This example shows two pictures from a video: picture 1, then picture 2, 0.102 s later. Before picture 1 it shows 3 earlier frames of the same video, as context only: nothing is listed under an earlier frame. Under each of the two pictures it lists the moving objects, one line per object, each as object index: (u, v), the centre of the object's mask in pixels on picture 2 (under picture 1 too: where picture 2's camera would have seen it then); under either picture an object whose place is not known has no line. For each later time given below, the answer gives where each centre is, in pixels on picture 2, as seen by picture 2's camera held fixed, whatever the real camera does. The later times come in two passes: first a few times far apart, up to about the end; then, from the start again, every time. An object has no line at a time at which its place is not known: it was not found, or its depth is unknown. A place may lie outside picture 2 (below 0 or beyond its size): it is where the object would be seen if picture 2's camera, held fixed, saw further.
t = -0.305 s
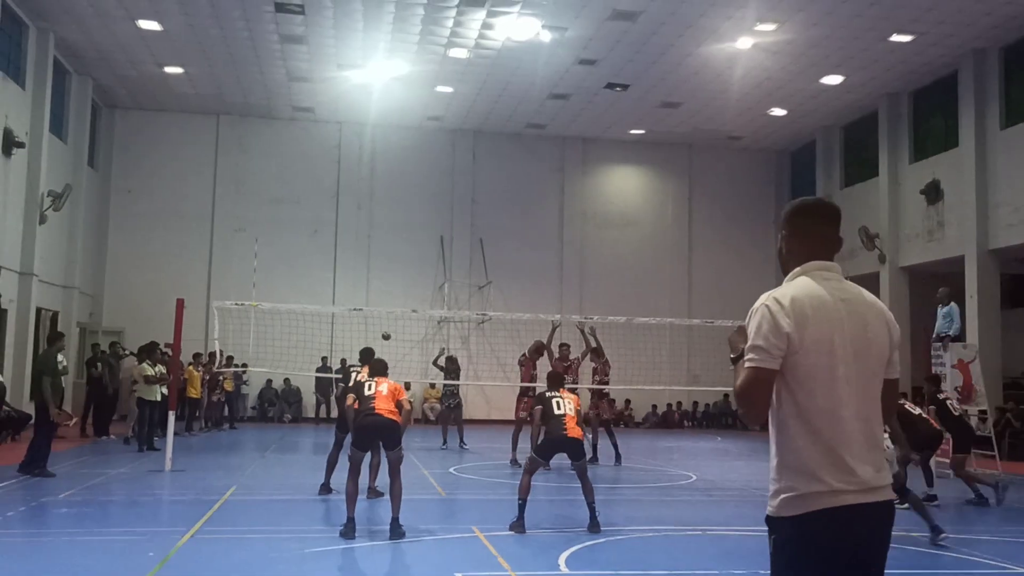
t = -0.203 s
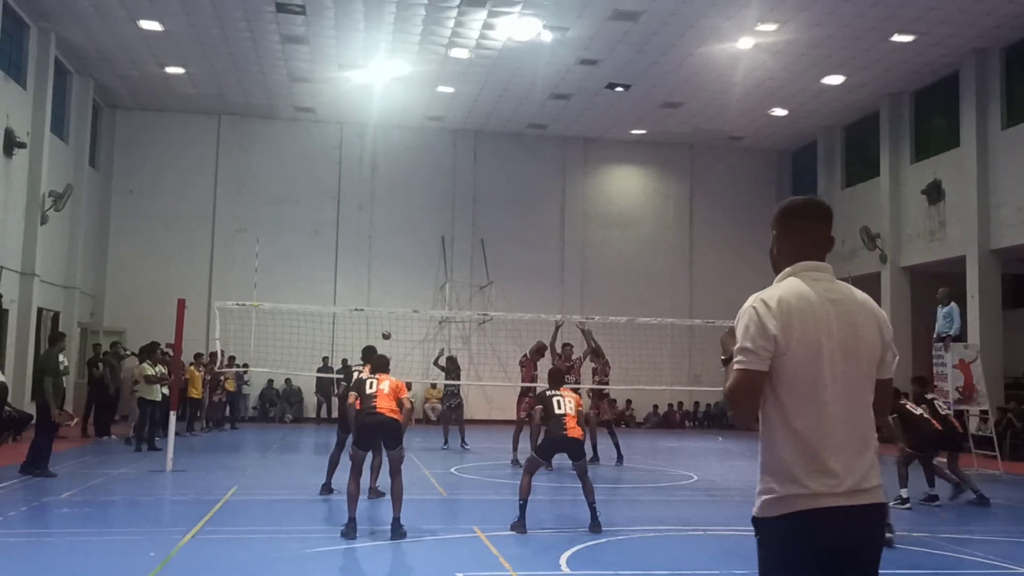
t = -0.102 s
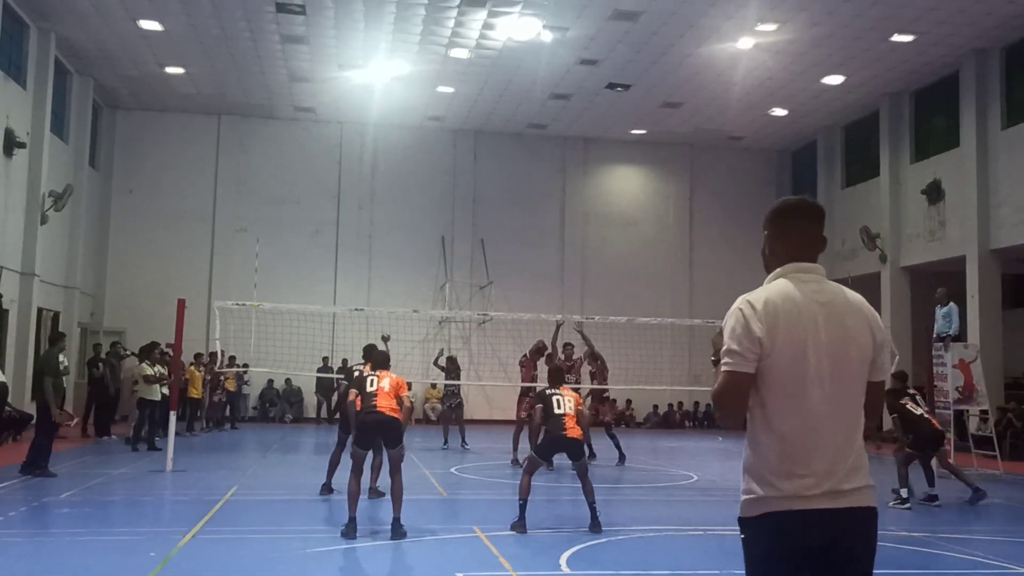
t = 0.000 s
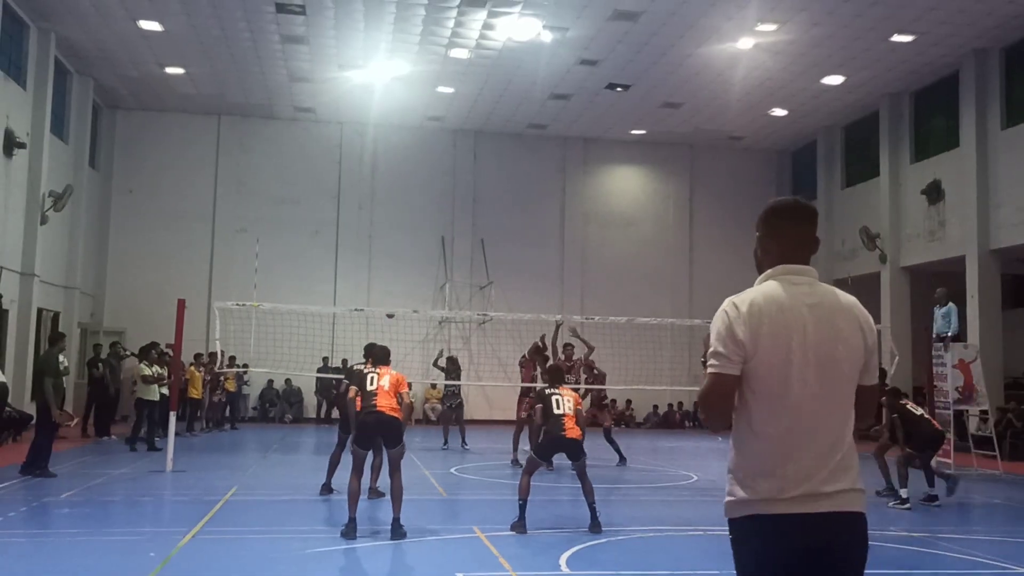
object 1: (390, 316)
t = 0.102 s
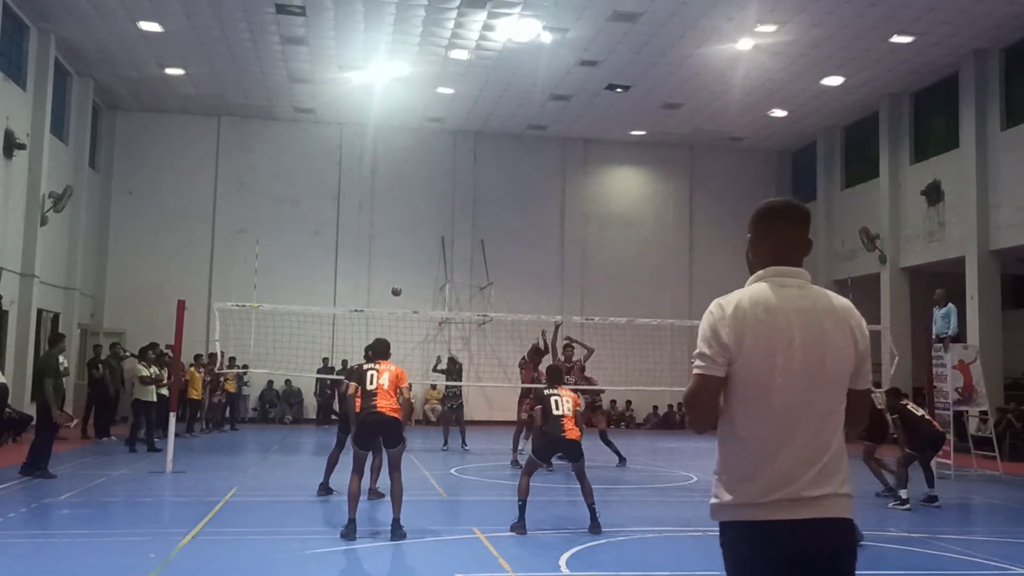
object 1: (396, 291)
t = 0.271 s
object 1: (410, 258)
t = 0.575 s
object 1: (443, 228)
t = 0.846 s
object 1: (476, 252)
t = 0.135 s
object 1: (398, 284)
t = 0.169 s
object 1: (401, 277)
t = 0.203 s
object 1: (404, 270)
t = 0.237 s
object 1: (407, 264)
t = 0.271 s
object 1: (410, 258)
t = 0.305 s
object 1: (413, 252)
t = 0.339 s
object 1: (416, 247)
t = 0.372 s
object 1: (420, 243)
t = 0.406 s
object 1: (424, 239)
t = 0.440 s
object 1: (428, 235)
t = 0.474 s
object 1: (432, 233)
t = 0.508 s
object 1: (436, 230)
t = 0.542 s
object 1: (439, 229)
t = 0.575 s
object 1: (443, 228)
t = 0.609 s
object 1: (447, 228)
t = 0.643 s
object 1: (450, 228)
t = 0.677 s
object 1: (454, 230)
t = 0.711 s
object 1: (458, 232)
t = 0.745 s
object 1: (462, 235)
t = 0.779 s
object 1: (466, 239)
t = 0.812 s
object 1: (471, 245)
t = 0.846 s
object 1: (476, 252)
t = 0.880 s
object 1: (482, 261)
